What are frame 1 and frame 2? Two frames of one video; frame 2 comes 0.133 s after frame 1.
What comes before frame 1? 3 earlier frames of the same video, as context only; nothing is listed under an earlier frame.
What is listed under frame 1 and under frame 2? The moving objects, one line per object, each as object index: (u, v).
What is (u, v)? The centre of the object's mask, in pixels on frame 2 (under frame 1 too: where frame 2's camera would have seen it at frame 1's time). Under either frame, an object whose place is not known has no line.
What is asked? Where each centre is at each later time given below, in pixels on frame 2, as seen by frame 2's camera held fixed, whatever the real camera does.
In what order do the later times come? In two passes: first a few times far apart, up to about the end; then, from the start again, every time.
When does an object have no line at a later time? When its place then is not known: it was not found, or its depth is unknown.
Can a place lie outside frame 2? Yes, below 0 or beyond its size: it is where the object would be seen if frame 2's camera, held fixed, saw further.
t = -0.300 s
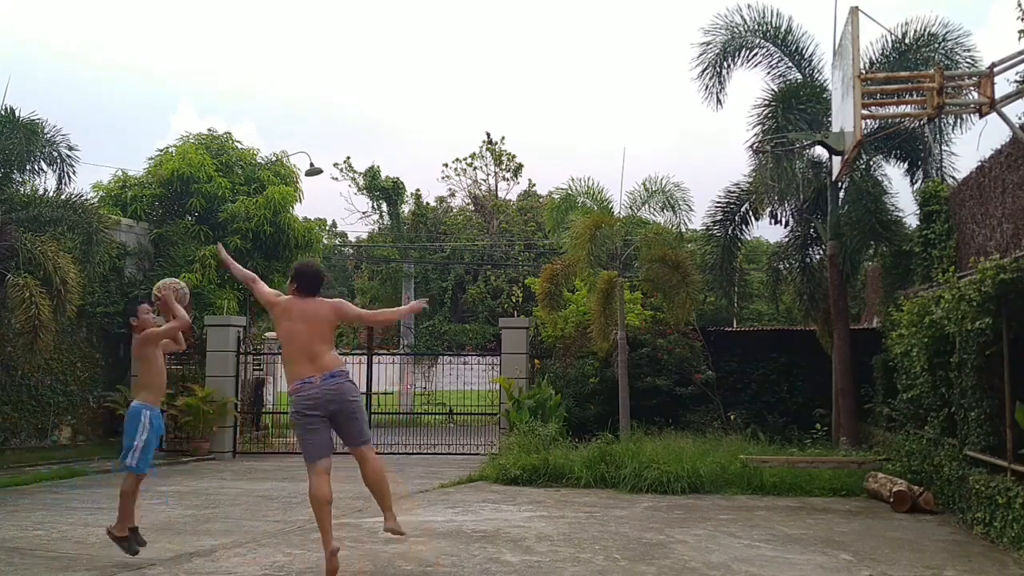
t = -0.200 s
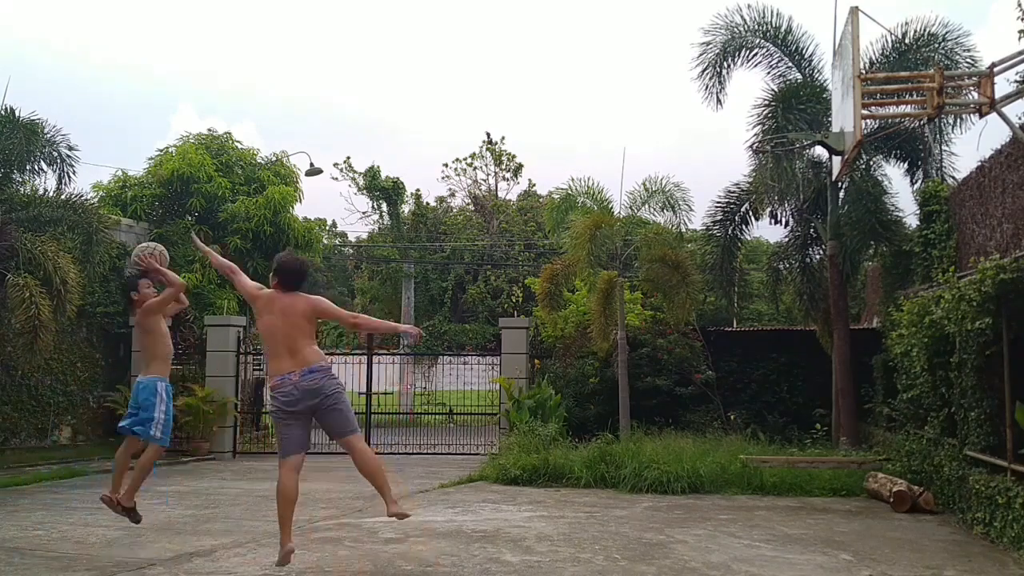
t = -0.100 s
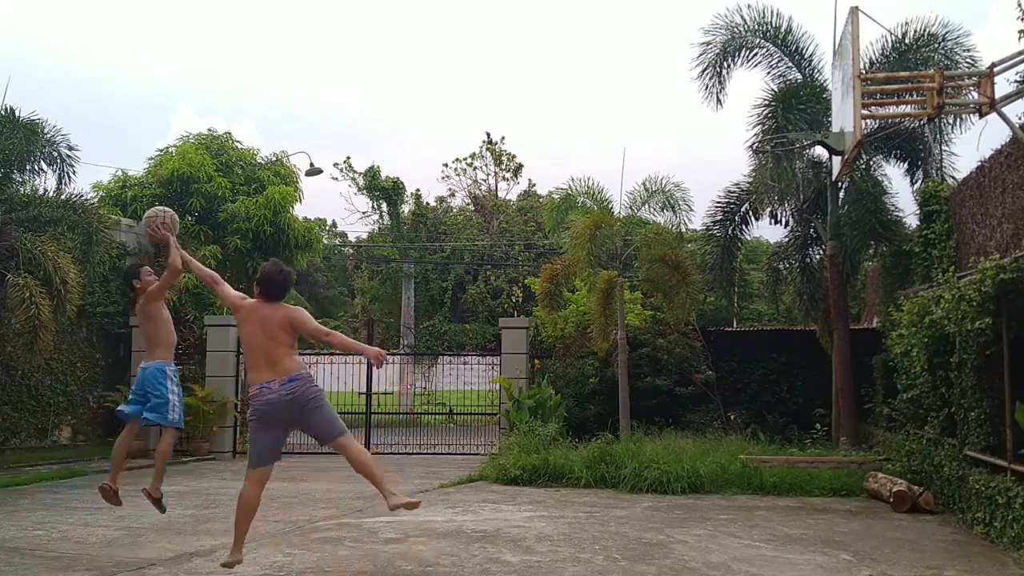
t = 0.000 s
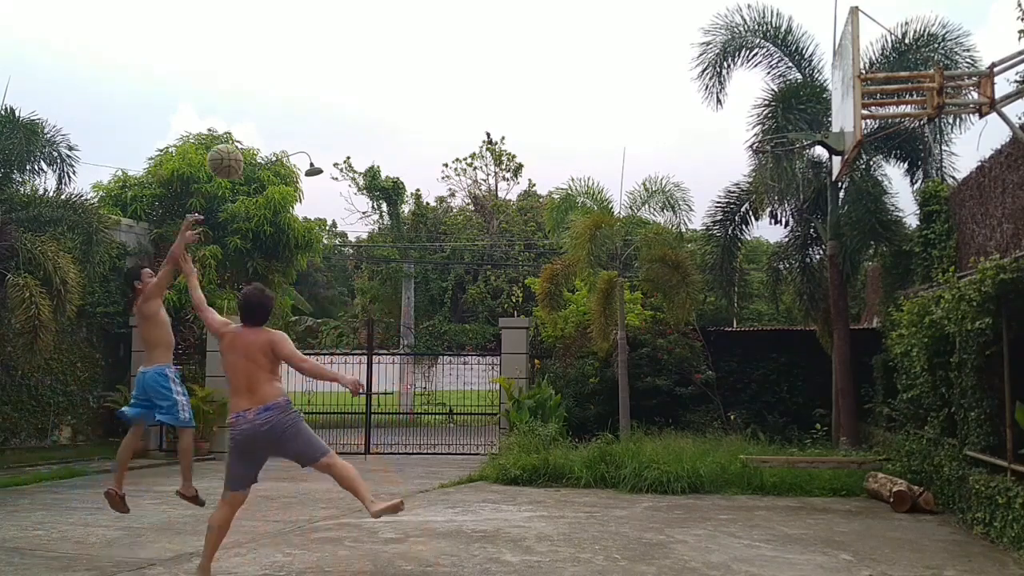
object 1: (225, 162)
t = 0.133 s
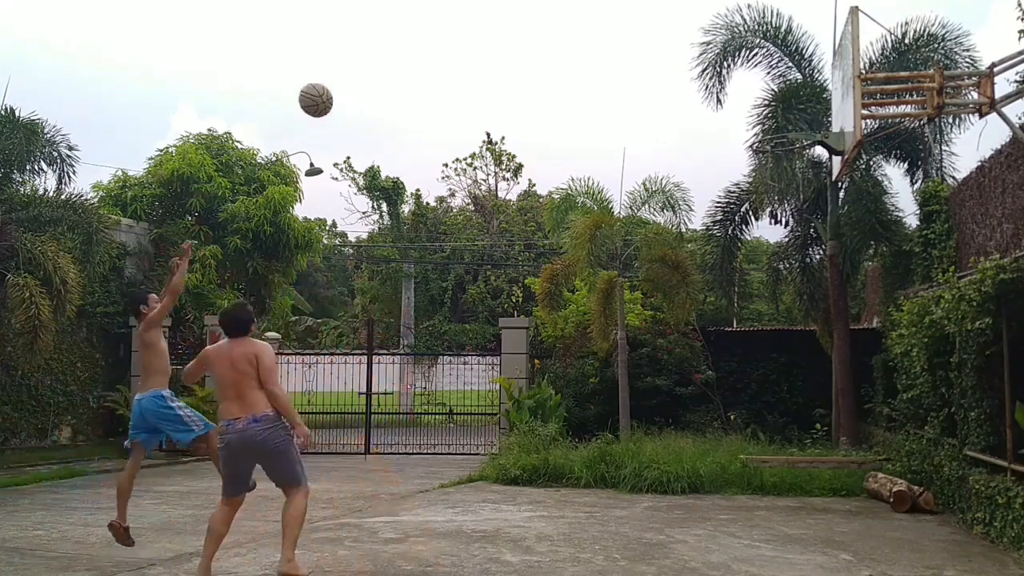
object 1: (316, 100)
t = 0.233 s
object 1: (381, 70)
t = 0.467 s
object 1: (528, 52)
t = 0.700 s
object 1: (670, 104)
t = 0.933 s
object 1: (745, 219)
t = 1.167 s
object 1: (755, 386)
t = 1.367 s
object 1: (758, 506)
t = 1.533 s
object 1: (734, 406)
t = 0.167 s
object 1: (338, 88)
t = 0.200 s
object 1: (359, 79)
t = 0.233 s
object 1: (381, 70)
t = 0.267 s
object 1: (402, 63)
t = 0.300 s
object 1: (424, 58)
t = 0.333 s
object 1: (445, 54)
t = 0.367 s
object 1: (466, 51)
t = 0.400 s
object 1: (487, 50)
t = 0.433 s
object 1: (508, 50)
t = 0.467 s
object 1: (528, 52)
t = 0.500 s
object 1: (549, 55)
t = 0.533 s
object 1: (569, 60)
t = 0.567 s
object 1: (590, 66)
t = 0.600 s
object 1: (610, 73)
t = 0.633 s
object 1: (630, 82)
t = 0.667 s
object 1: (650, 92)
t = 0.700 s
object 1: (670, 104)
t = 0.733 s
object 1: (690, 117)
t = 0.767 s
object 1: (709, 132)
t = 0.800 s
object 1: (729, 148)
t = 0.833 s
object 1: (741, 165)
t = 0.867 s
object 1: (743, 181)
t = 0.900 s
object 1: (744, 200)
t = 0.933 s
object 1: (745, 219)
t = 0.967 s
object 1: (745, 241)
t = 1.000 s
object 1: (746, 263)
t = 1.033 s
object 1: (748, 284)
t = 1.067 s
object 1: (750, 309)
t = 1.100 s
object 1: (751, 334)
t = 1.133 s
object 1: (753, 359)
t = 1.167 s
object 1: (755, 386)
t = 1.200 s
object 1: (756, 414)
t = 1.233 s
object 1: (756, 442)
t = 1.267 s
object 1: (760, 472)
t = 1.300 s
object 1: (762, 503)
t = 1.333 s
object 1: (764, 531)
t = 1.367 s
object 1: (758, 506)
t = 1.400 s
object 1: (754, 483)
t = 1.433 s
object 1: (749, 462)
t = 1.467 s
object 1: (743, 441)
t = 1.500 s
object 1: (739, 422)
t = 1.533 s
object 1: (734, 406)
